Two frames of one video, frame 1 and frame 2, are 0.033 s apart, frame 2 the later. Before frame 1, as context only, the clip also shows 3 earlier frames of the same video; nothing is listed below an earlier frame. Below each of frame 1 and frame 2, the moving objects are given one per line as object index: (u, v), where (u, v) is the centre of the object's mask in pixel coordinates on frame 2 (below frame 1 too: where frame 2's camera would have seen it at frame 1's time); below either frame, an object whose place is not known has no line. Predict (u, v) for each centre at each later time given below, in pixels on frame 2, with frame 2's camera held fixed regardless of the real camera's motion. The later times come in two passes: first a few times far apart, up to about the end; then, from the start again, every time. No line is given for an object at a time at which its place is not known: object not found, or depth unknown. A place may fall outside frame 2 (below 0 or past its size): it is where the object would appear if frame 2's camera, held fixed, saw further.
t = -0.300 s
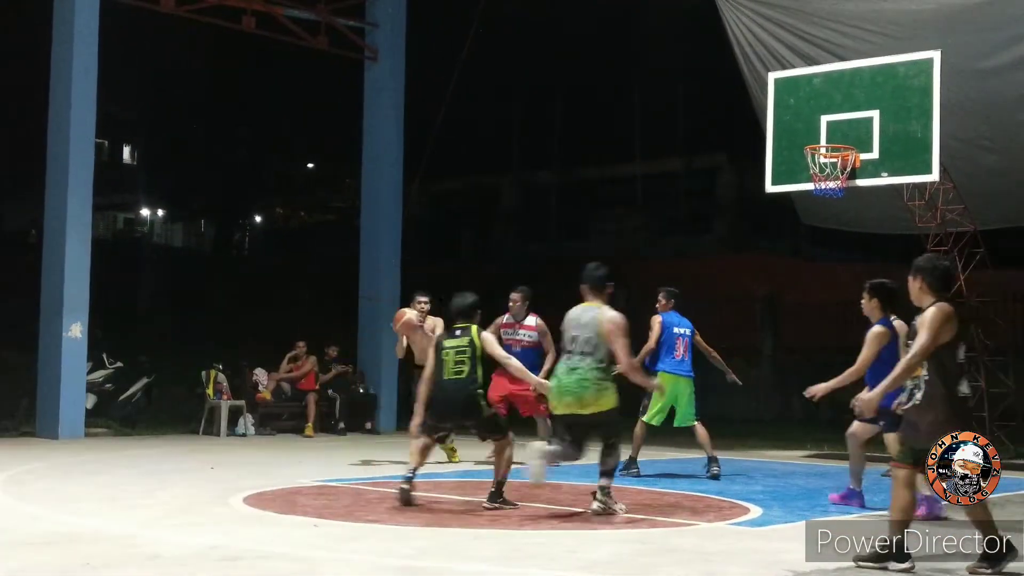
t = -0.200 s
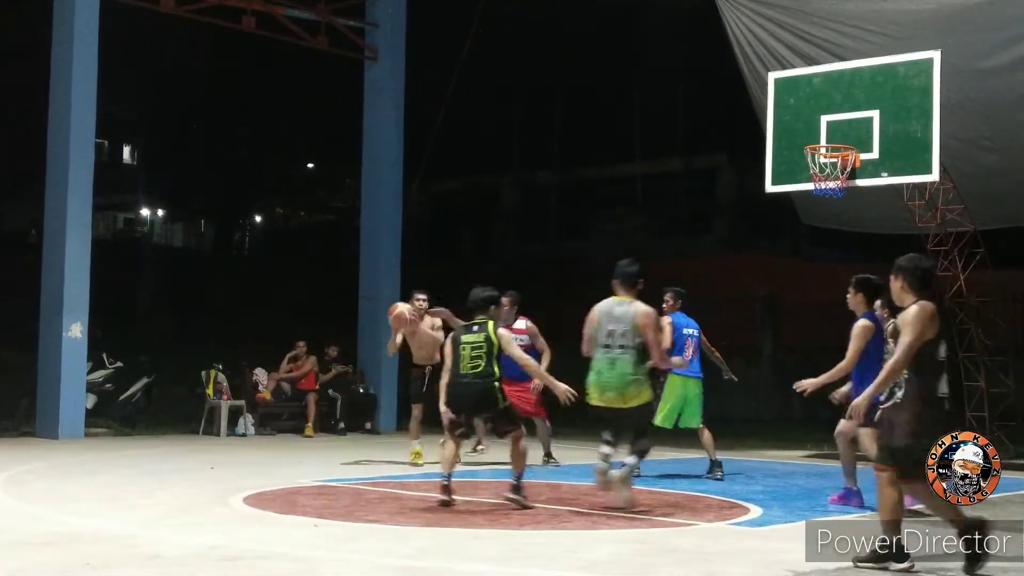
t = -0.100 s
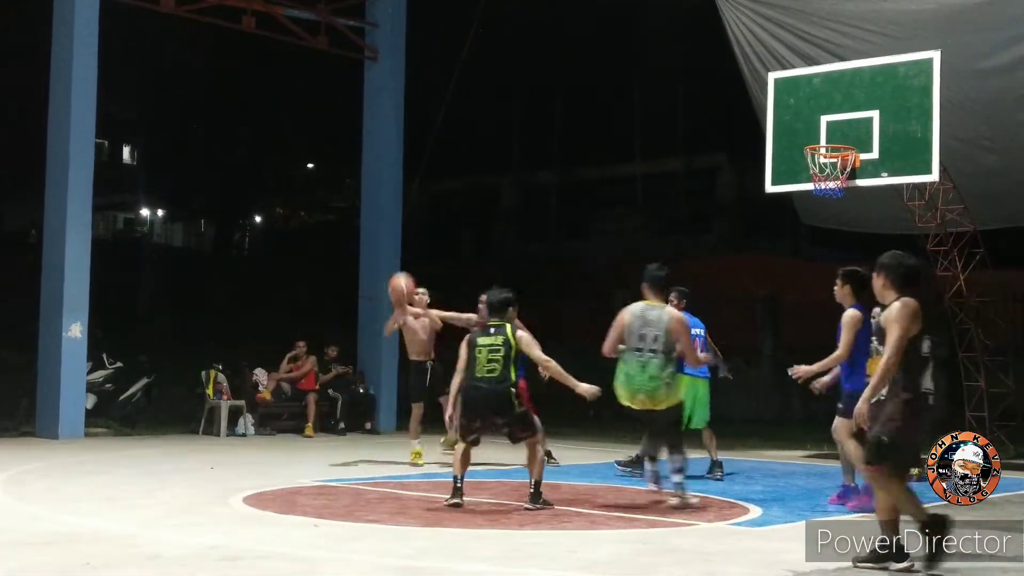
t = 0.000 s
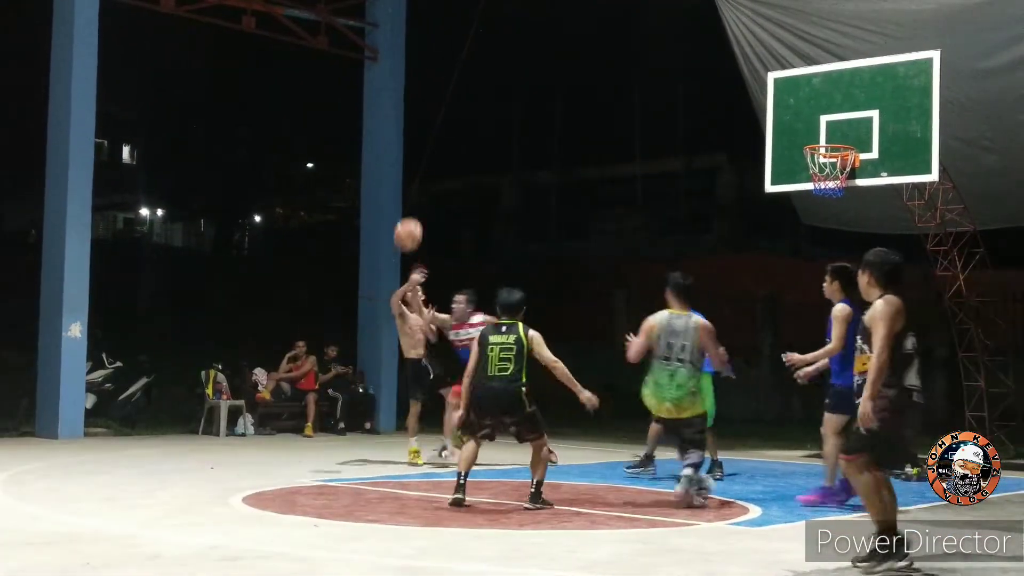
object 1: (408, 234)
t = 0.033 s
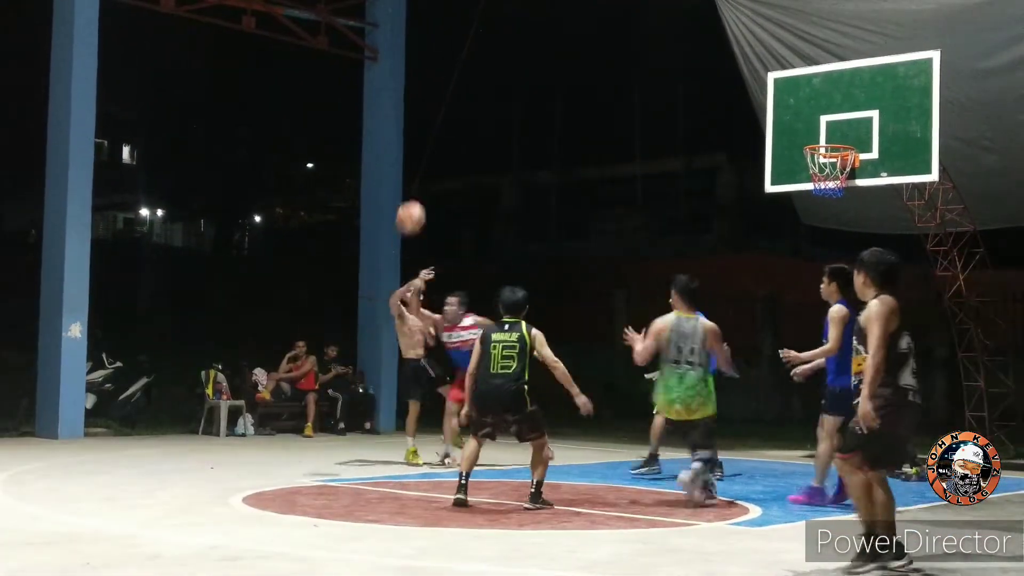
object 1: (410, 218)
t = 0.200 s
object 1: (425, 145)
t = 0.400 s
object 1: (441, 89)
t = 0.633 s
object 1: (462, 83)
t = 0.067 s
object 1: (414, 202)
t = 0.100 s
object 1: (416, 187)
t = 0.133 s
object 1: (419, 172)
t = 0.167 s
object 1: (422, 158)
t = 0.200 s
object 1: (425, 145)
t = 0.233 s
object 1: (428, 134)
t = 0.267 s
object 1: (431, 123)
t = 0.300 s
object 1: (433, 113)
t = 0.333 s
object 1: (436, 104)
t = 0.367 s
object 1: (439, 96)
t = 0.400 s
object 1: (441, 89)
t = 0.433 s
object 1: (444, 83)
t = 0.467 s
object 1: (447, 79)
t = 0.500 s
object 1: (450, 76)
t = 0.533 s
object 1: (452, 75)
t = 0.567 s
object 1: (455, 76)
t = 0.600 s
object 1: (459, 79)
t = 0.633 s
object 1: (462, 83)
